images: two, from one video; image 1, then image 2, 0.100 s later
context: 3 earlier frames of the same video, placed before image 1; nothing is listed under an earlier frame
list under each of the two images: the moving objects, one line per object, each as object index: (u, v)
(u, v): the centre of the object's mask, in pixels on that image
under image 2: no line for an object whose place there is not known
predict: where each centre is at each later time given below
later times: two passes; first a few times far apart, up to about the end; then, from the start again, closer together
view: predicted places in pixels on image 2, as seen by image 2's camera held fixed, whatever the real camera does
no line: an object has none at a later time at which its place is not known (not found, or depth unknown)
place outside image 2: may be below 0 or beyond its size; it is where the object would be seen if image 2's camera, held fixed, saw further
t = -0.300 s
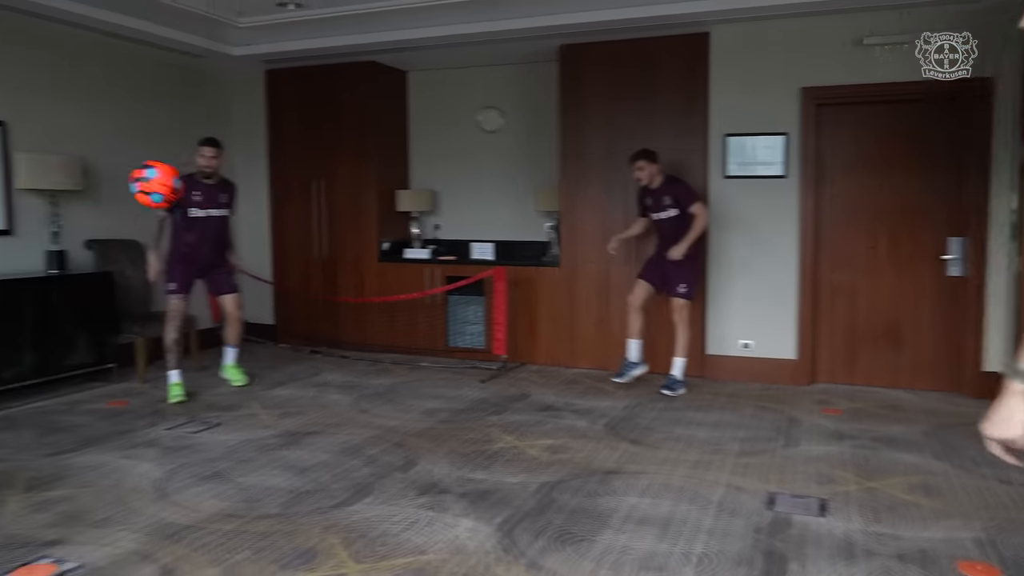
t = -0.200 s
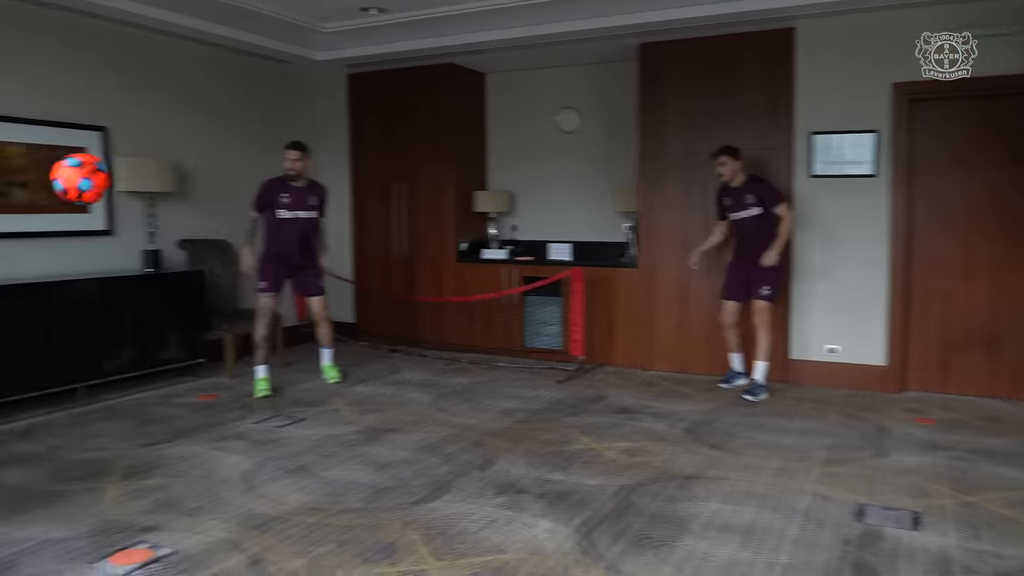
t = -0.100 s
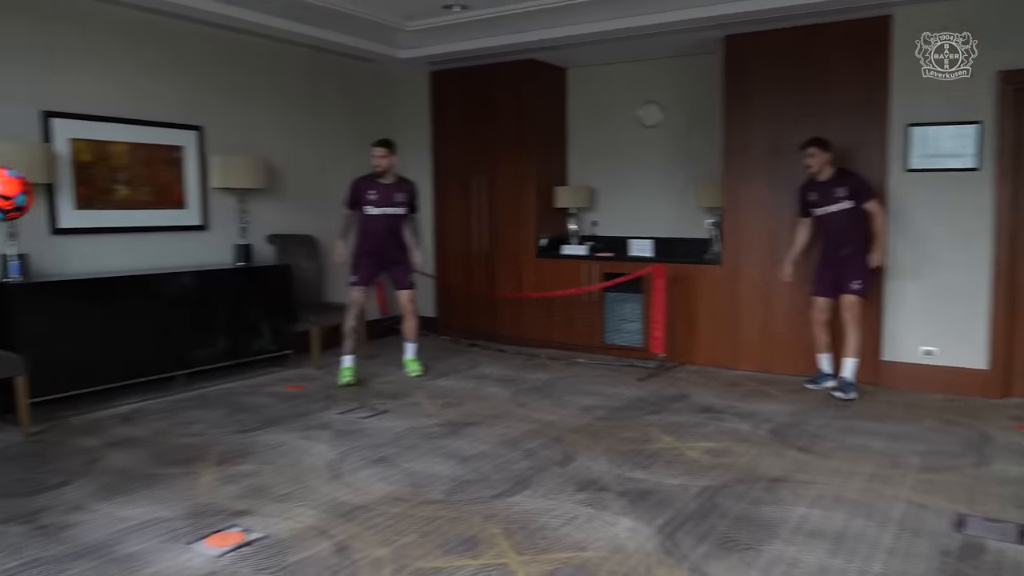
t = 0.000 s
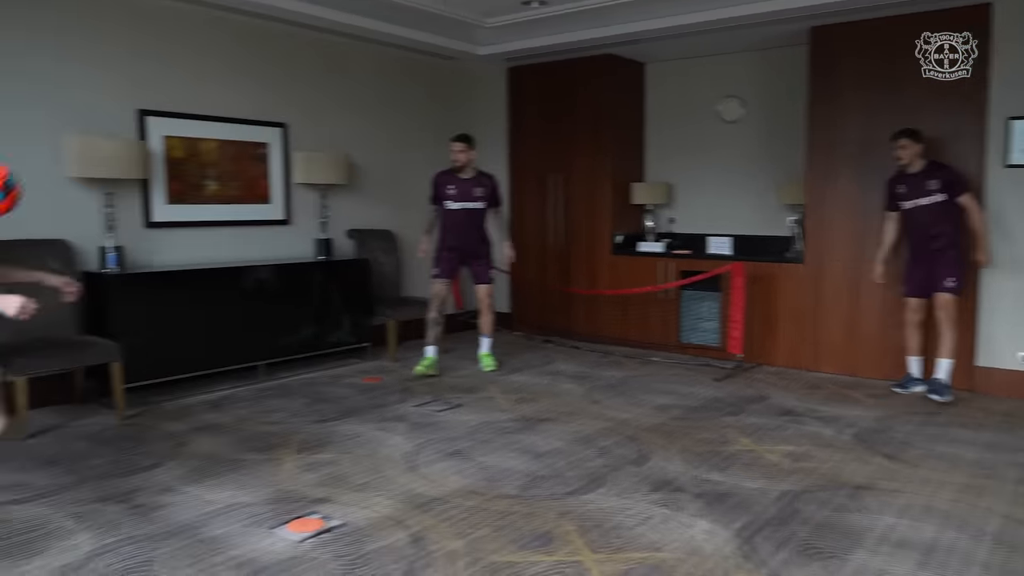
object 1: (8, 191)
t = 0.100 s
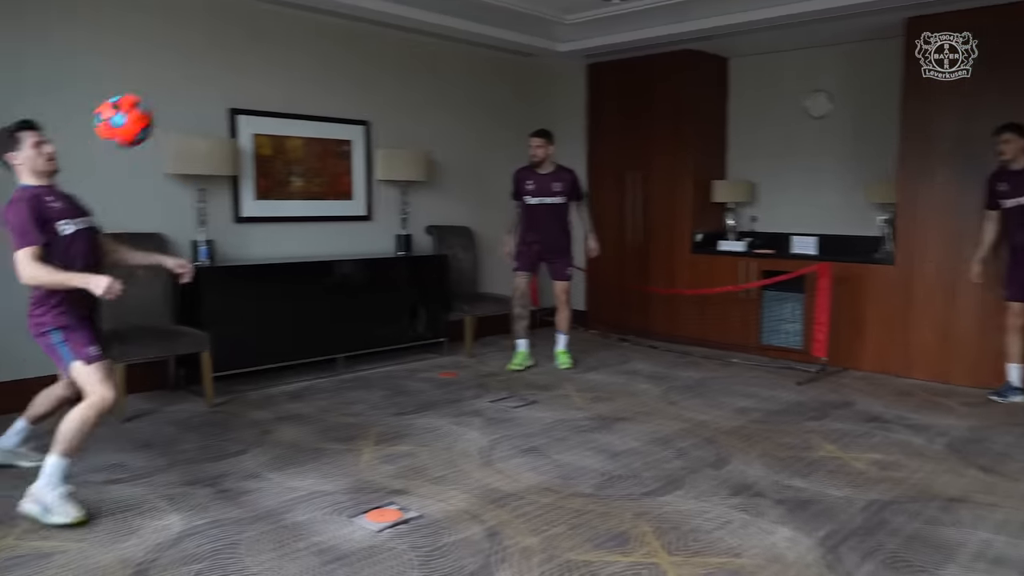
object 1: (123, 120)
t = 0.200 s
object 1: (159, 78)
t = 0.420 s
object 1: (238, 66)
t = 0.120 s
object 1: (130, 110)
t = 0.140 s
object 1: (137, 101)
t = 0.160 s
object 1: (144, 92)
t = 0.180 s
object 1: (152, 85)
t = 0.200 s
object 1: (159, 78)
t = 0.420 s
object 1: (238, 66)
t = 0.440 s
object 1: (245, 70)
